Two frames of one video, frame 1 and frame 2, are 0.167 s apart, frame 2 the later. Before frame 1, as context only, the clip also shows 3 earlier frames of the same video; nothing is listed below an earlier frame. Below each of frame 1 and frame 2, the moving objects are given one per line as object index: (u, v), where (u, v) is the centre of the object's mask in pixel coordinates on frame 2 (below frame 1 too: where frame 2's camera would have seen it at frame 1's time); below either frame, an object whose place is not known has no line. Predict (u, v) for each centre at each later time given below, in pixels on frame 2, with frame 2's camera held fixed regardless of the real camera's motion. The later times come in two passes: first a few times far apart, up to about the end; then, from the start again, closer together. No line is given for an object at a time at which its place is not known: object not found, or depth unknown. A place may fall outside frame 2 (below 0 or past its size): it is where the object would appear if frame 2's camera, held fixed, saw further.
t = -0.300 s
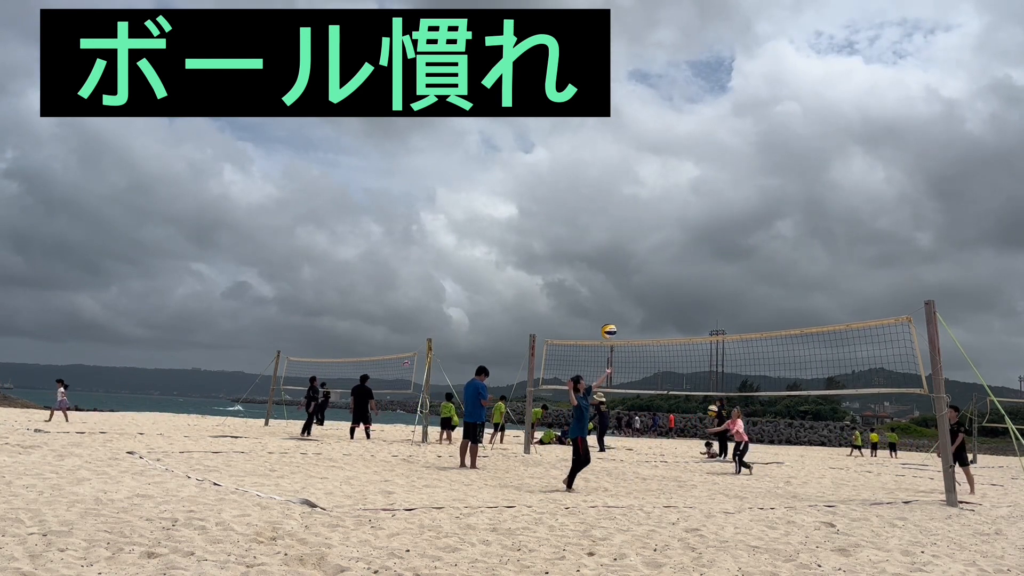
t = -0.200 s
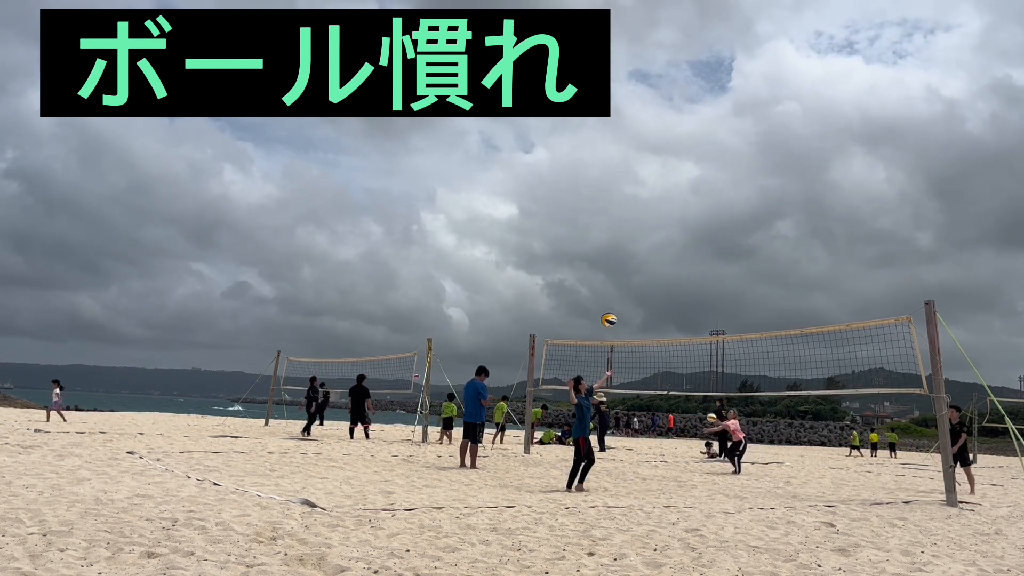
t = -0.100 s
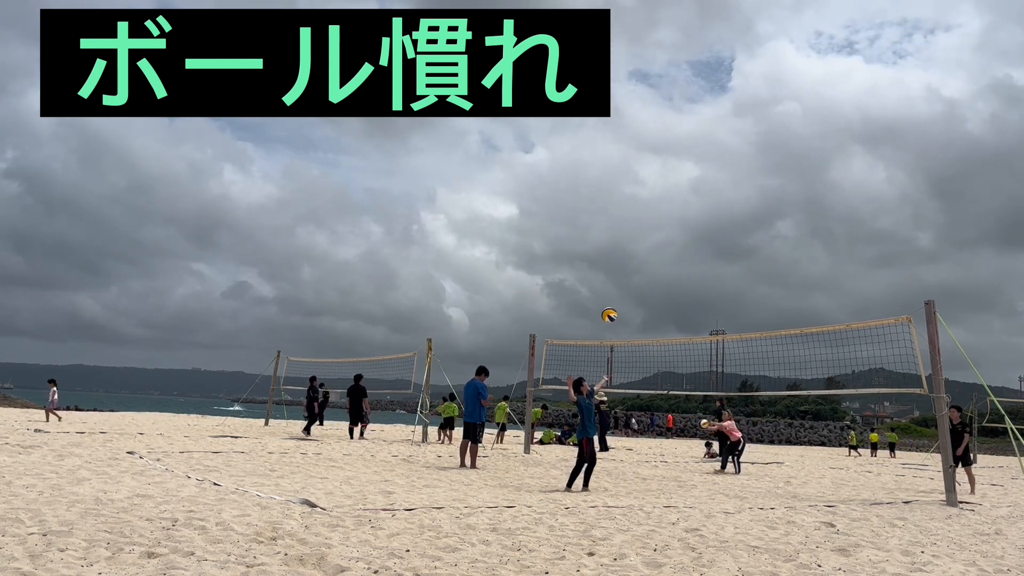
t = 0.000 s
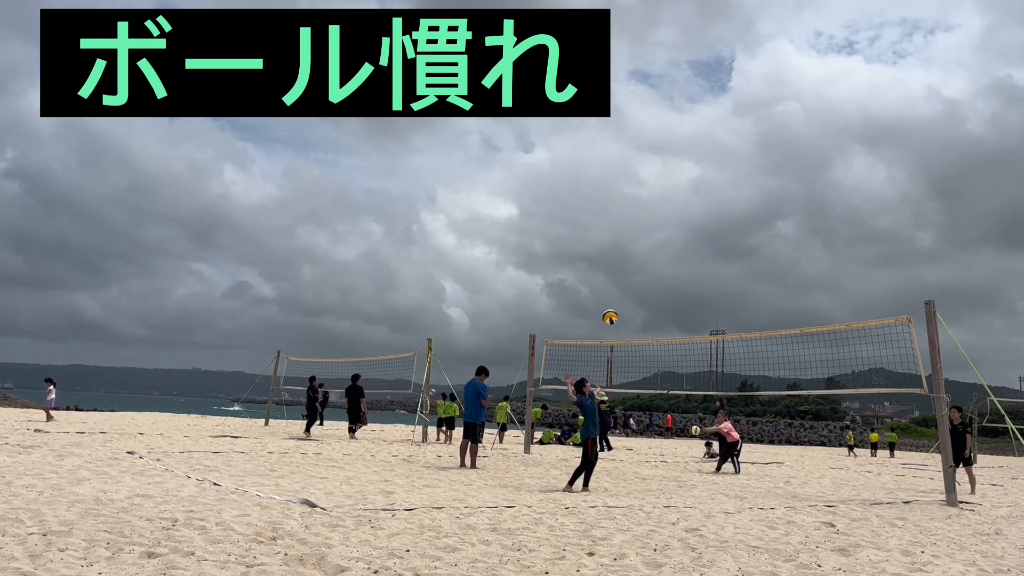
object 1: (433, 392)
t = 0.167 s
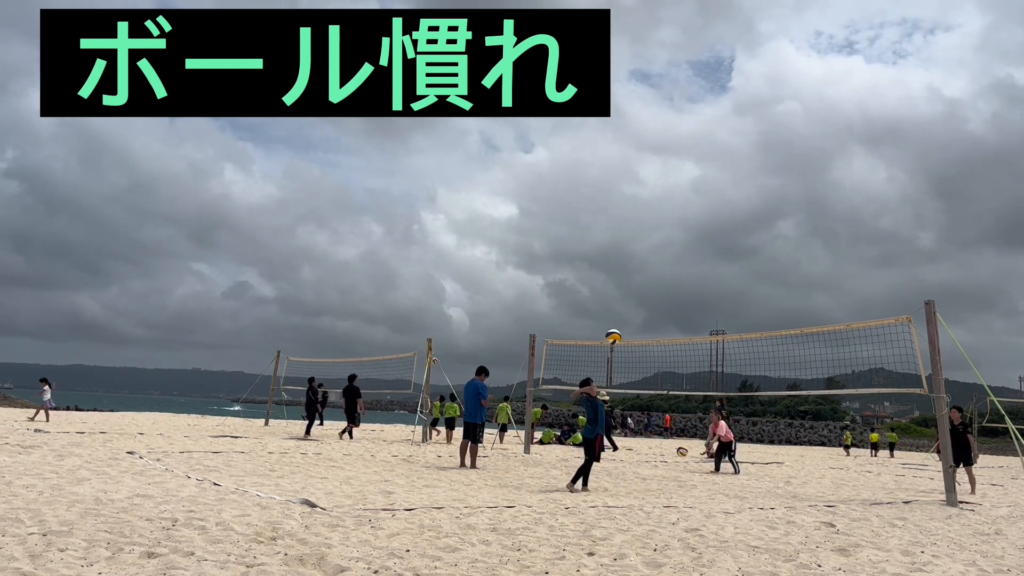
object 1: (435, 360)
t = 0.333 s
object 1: (436, 339)
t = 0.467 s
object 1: (437, 329)
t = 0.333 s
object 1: (436, 339)
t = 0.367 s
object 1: (436, 336)
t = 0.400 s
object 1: (436, 334)
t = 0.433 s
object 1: (437, 331)
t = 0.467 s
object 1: (437, 329)
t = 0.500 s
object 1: (437, 327)
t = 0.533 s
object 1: (438, 326)
